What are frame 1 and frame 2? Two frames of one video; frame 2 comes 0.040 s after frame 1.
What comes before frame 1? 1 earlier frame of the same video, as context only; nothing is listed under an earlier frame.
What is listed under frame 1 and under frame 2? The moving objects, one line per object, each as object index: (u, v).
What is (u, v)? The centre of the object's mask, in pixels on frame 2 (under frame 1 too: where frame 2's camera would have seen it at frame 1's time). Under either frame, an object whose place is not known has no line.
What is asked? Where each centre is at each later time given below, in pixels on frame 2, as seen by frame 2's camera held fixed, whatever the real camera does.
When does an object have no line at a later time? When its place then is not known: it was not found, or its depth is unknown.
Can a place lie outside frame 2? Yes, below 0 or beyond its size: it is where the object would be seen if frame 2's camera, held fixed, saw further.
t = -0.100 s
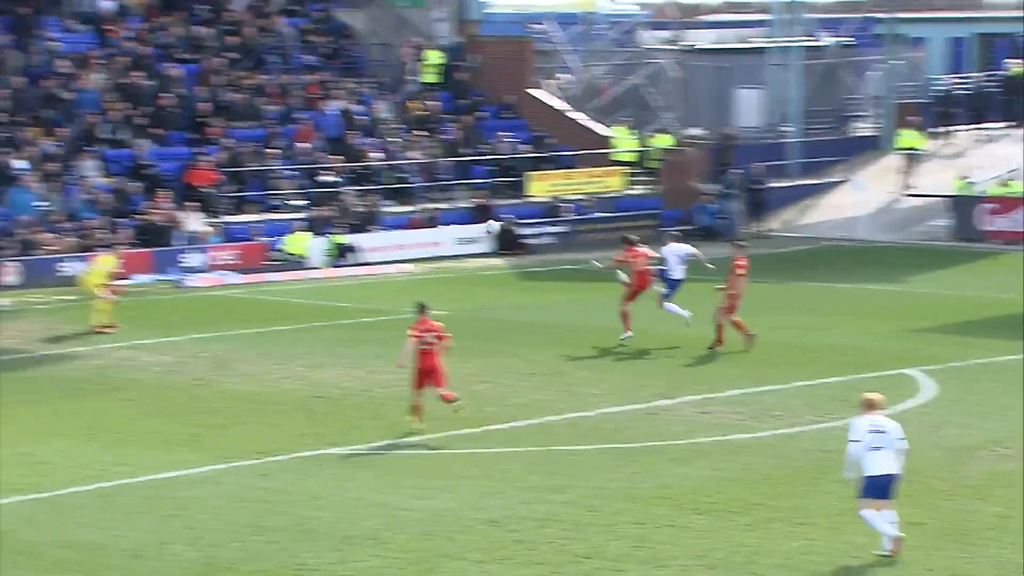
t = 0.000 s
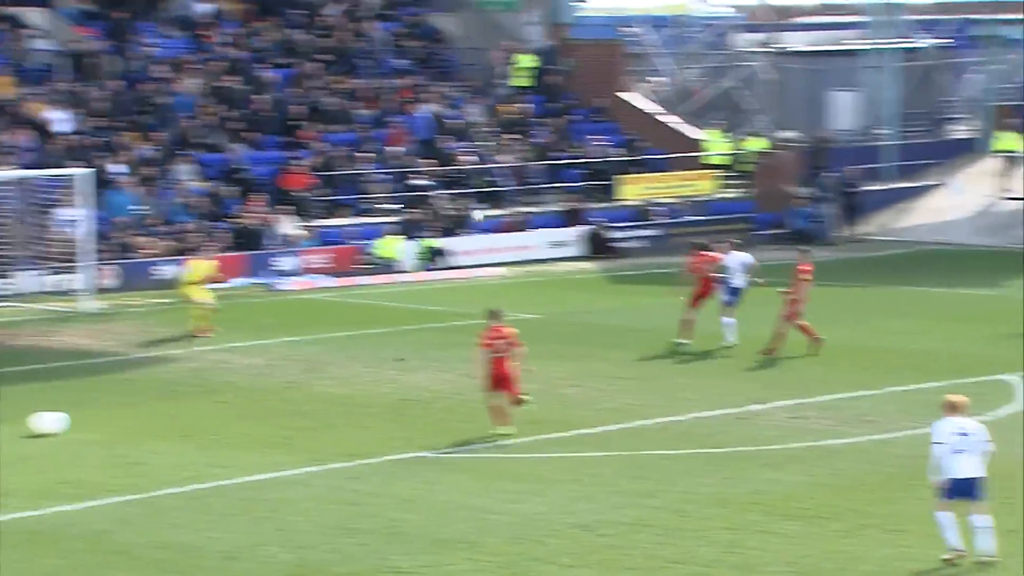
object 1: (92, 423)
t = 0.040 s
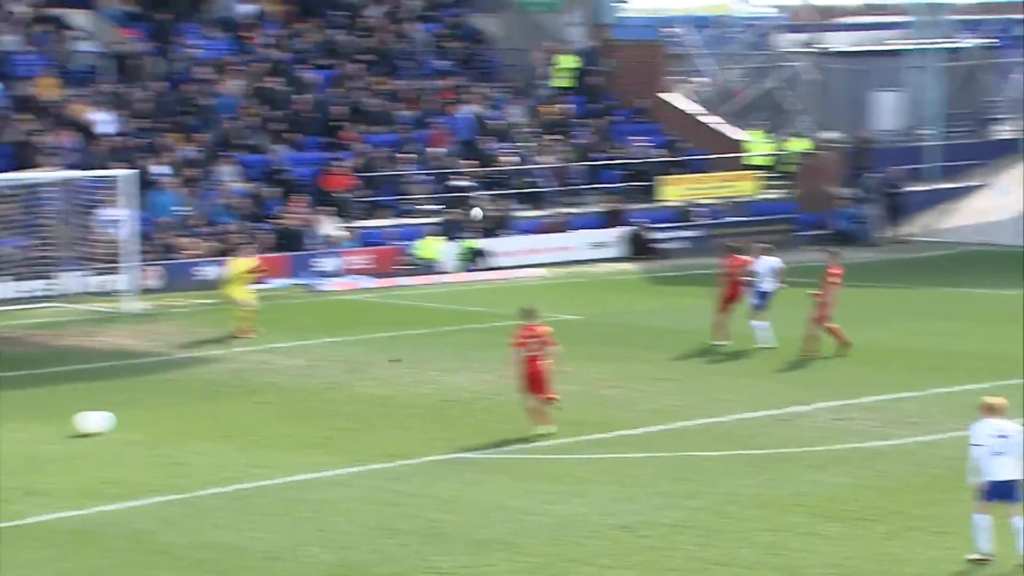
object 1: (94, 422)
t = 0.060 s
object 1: (95, 422)
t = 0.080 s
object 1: (96, 422)
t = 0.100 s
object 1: (98, 423)
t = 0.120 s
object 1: (99, 422)
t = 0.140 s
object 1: (101, 422)
